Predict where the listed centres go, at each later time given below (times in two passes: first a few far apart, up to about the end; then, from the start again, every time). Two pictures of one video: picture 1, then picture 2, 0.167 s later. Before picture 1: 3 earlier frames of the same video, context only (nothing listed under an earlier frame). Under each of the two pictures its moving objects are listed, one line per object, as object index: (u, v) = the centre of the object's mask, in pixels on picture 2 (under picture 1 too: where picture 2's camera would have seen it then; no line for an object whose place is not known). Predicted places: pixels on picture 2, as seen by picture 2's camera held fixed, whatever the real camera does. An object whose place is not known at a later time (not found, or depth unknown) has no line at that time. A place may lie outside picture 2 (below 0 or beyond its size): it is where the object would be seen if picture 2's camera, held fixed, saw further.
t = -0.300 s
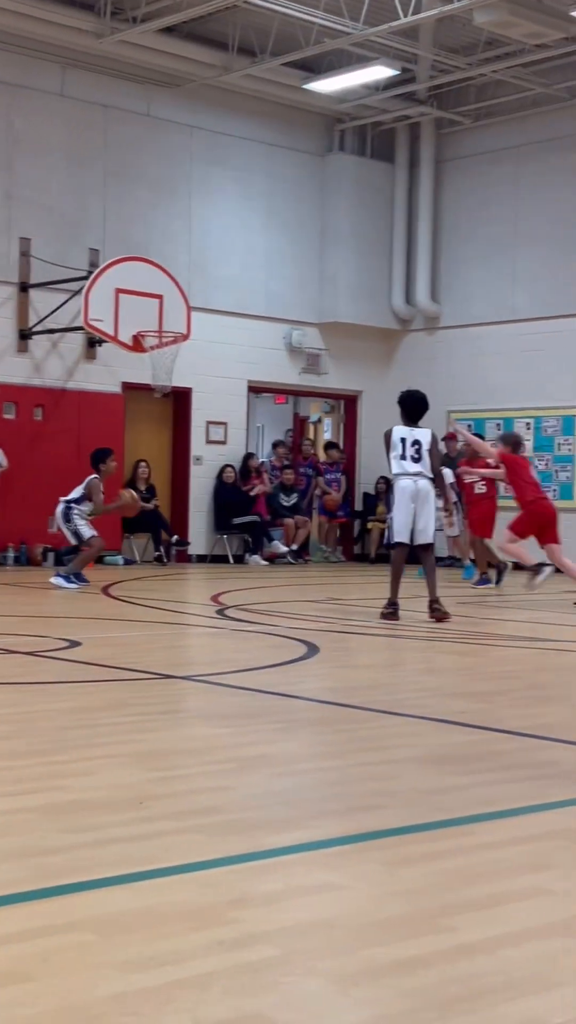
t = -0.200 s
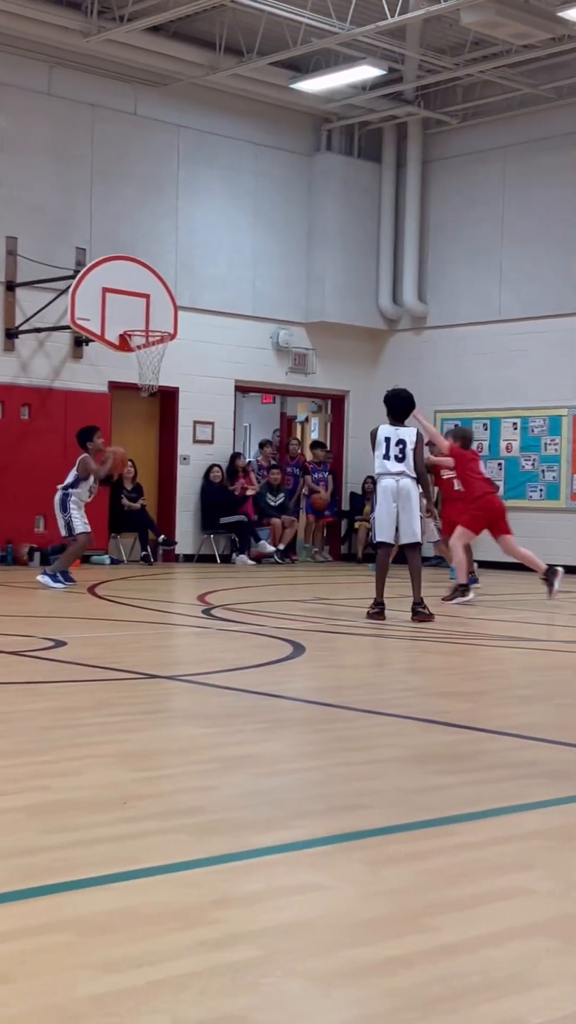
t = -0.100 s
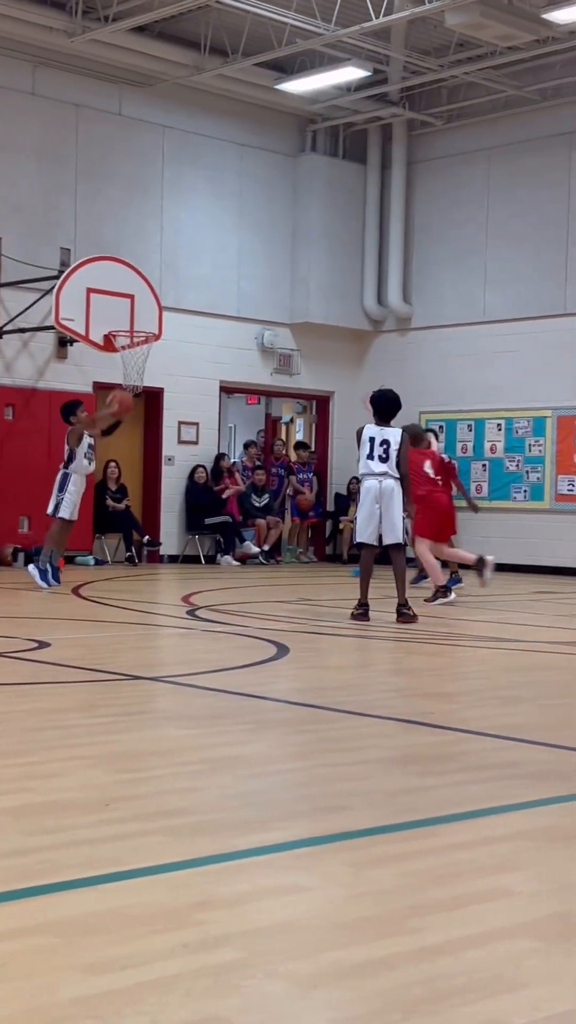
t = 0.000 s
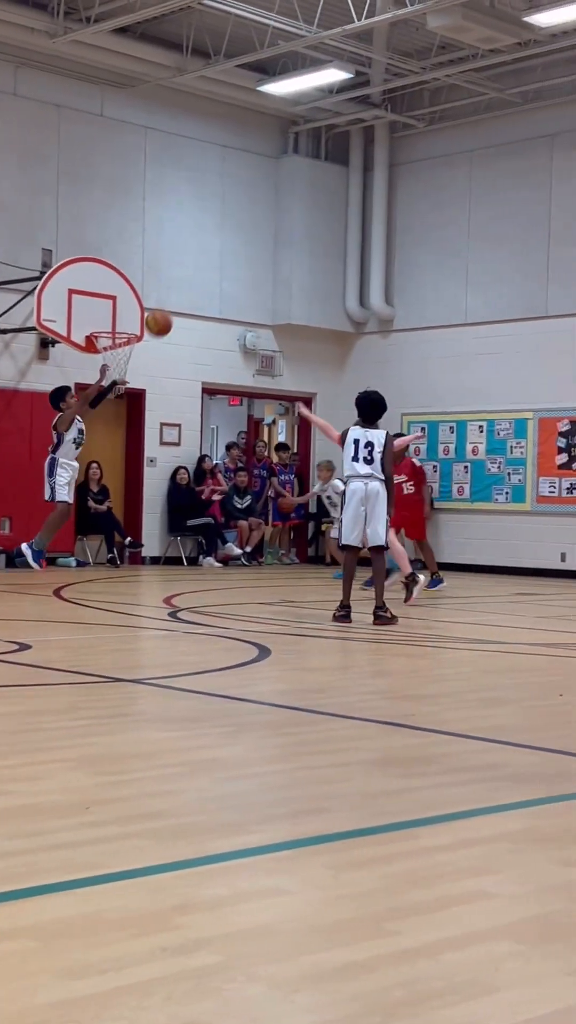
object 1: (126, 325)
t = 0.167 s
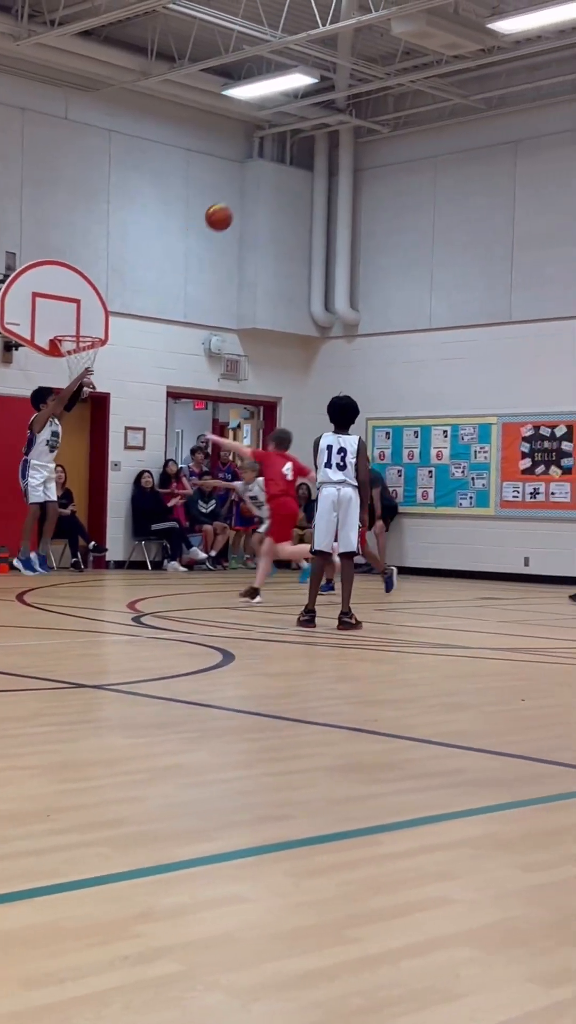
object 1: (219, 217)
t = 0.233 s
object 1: (255, 183)
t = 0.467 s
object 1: (379, 105)
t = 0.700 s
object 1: (500, 88)
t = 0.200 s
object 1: (237, 199)
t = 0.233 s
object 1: (255, 183)
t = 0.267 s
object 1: (273, 167)
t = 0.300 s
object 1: (291, 154)
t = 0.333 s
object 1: (308, 142)
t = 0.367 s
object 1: (326, 131)
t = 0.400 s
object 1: (344, 120)
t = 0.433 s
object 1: (361, 112)
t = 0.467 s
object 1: (379, 105)
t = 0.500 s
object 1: (396, 99)
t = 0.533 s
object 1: (413, 94)
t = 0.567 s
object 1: (431, 91)
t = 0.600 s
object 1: (448, 89)
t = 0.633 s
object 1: (465, 88)
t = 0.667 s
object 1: (483, 87)
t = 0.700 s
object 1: (500, 88)
